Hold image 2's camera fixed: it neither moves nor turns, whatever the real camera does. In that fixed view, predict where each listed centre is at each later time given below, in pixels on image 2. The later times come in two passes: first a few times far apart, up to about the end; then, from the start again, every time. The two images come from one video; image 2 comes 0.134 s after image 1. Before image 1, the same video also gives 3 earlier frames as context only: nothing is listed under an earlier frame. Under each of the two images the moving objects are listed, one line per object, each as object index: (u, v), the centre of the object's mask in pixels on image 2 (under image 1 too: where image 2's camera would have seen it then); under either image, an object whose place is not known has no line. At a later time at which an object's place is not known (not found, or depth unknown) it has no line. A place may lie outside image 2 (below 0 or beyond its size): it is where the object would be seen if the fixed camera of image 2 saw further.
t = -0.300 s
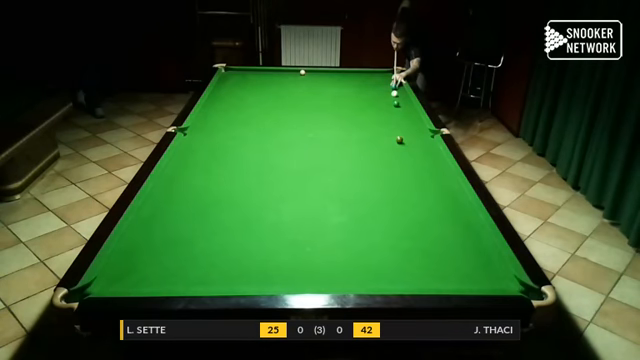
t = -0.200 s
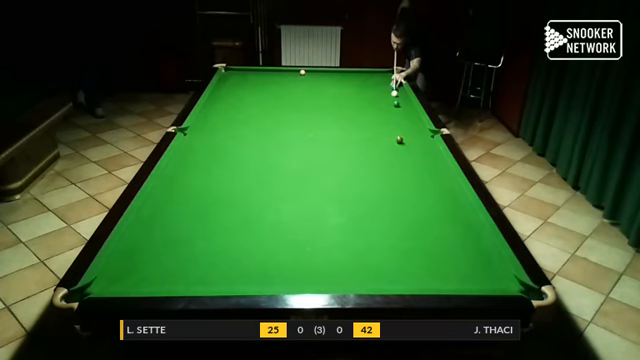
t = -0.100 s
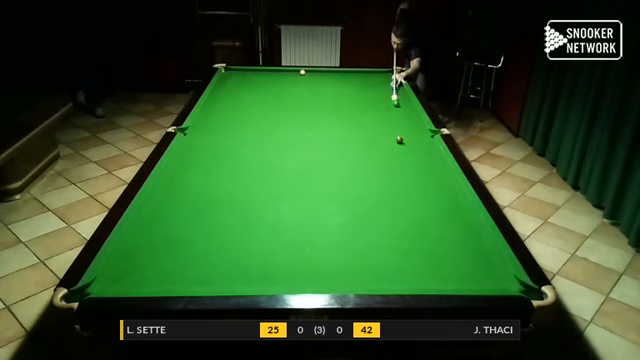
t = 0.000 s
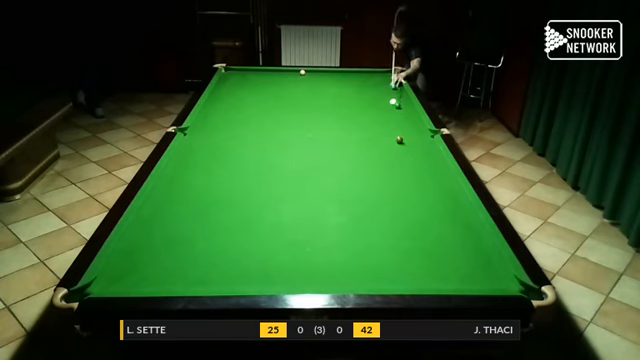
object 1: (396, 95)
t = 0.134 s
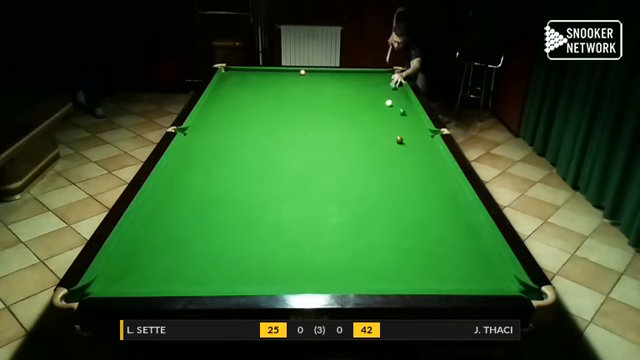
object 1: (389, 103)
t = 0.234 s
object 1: (386, 104)
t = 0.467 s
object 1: (379, 107)
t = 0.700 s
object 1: (372, 109)
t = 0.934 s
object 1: (365, 112)
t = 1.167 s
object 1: (359, 115)
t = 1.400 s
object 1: (352, 117)
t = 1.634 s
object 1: (346, 119)
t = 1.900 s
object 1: (340, 122)
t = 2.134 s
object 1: (334, 124)
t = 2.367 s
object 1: (329, 126)
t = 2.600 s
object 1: (324, 128)
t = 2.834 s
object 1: (319, 130)
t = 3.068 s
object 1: (315, 132)
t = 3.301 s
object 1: (311, 133)
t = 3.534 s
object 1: (307, 134)
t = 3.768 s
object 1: (304, 135)
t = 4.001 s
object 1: (300, 137)
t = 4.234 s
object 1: (298, 137)
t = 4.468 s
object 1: (296, 138)
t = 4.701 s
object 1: (294, 139)
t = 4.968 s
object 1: (293, 139)
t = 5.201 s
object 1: (293, 140)
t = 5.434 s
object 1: (292, 140)
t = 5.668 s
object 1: (292, 140)
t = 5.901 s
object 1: (292, 140)
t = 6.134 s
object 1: (292, 140)
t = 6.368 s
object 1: (292, 140)
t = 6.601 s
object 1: (292, 140)
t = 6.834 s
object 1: (292, 140)
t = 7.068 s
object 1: (292, 140)
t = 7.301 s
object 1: (292, 140)
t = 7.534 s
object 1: (292, 140)
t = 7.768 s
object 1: (292, 140)
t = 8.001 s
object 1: (292, 140)
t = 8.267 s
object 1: (292, 140)
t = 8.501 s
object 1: (292, 140)
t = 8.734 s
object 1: (292, 140)
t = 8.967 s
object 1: (292, 140)
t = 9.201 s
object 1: (292, 140)
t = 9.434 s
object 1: (292, 140)
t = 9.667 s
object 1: (292, 140)
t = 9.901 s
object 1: (292, 140)
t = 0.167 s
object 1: (388, 103)
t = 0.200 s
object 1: (387, 103)
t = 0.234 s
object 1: (386, 104)
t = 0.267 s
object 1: (385, 104)
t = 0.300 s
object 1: (384, 104)
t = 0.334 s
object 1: (383, 105)
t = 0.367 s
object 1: (381, 105)
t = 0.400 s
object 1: (381, 106)
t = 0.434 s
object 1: (380, 106)
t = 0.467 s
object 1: (379, 107)
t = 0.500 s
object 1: (378, 107)
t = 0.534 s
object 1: (377, 108)
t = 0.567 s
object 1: (376, 108)
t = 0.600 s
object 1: (374, 108)
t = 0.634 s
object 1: (374, 109)
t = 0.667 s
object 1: (373, 109)
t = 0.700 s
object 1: (372, 109)
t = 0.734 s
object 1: (371, 110)
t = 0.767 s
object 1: (370, 110)
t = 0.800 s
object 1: (369, 111)
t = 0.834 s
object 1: (368, 111)
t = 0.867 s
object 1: (367, 111)
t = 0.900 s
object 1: (366, 112)
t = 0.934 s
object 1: (365, 112)
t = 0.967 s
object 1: (364, 112)
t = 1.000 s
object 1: (363, 113)
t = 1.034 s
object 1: (362, 113)
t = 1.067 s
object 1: (361, 113)
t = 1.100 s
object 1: (360, 114)
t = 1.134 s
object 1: (359, 114)
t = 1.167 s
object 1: (359, 115)
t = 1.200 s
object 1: (358, 115)
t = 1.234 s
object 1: (357, 115)
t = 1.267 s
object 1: (356, 116)
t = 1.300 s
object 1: (355, 116)
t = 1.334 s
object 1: (354, 116)
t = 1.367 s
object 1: (353, 117)
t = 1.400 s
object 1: (352, 117)
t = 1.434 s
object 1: (351, 117)
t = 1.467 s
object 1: (350, 118)
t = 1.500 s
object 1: (350, 118)
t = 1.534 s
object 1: (349, 118)
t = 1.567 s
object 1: (348, 119)
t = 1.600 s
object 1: (347, 119)
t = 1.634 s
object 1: (346, 119)
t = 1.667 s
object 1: (345, 120)
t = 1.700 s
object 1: (345, 120)
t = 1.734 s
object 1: (343, 120)
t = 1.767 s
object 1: (343, 121)
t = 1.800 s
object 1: (342, 121)
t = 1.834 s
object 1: (341, 121)
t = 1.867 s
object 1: (340, 122)
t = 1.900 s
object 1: (340, 122)
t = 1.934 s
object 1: (339, 122)
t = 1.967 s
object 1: (338, 123)
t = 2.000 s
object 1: (337, 123)
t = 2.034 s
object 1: (336, 123)
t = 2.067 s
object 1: (336, 123)
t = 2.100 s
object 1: (335, 124)
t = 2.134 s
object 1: (334, 124)
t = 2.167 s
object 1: (333, 124)
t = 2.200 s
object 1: (332, 125)
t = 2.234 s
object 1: (332, 125)
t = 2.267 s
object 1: (331, 125)
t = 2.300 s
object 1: (330, 126)
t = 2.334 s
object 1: (329, 126)
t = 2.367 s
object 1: (329, 126)
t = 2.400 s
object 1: (328, 126)
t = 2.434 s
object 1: (327, 127)
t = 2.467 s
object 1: (326, 127)
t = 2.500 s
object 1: (326, 127)
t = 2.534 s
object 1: (325, 127)
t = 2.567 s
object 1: (325, 128)
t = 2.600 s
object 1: (324, 128)
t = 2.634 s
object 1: (323, 128)
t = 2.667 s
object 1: (322, 129)
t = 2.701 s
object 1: (322, 129)
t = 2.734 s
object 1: (321, 129)
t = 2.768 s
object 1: (320, 129)
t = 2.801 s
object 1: (320, 130)
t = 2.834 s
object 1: (319, 130)
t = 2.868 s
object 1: (318, 130)
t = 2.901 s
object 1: (318, 130)
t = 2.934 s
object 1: (317, 131)
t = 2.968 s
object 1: (316, 131)
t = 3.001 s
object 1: (316, 131)
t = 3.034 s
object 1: (315, 131)
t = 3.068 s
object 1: (315, 132)
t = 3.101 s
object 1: (314, 132)
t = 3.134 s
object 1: (314, 132)
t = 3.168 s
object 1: (313, 132)
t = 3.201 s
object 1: (312, 133)
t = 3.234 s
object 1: (312, 133)
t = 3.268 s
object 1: (311, 133)
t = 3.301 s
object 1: (311, 133)
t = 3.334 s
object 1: (310, 133)
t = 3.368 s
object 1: (310, 133)
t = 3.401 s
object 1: (309, 134)
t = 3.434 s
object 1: (309, 134)
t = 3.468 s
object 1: (308, 134)
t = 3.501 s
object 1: (307, 134)
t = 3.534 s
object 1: (307, 134)
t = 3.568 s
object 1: (306, 135)
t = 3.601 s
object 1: (306, 135)
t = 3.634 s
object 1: (306, 135)
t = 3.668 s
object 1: (305, 135)
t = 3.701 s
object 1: (305, 135)
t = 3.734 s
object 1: (304, 135)
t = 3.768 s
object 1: (304, 135)
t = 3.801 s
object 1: (303, 136)
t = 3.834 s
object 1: (303, 136)
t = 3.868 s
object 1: (302, 136)
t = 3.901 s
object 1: (302, 136)
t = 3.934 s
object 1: (301, 136)
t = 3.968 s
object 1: (301, 136)
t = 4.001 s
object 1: (300, 137)
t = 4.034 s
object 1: (300, 137)
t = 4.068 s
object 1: (300, 137)
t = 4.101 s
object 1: (299, 137)
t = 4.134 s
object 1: (299, 137)
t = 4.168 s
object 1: (299, 137)
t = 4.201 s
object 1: (298, 137)
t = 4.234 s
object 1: (298, 137)
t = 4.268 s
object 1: (298, 137)
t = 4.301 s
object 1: (297, 138)
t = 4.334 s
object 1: (297, 138)
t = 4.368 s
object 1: (297, 138)
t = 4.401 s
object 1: (296, 138)
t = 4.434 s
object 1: (296, 138)
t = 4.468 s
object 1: (296, 138)
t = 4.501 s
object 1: (296, 138)
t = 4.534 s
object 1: (296, 138)
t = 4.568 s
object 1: (295, 138)
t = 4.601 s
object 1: (295, 138)
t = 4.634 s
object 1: (295, 139)
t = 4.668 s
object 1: (295, 138)
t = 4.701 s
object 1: (294, 139)
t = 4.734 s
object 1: (294, 139)
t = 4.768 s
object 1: (294, 139)
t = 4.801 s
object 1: (294, 139)
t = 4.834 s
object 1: (294, 139)
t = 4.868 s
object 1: (294, 139)
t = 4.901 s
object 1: (294, 139)
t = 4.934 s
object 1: (293, 139)
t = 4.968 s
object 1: (293, 139)
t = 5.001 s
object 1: (293, 139)
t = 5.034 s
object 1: (293, 140)
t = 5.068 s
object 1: (293, 140)
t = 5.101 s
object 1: (293, 140)
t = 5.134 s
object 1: (293, 140)
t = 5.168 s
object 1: (293, 140)
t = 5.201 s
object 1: (293, 140)
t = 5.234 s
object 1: (293, 139)
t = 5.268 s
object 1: (293, 139)
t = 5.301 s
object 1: (292, 140)
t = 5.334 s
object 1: (292, 140)
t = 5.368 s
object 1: (292, 140)
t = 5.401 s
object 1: (292, 140)
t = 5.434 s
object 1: (292, 140)
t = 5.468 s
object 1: (292, 140)
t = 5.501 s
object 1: (292, 140)
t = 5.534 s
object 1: (292, 140)
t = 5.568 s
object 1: (292, 140)
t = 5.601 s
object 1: (292, 140)
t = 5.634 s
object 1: (292, 140)
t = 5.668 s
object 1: (292, 140)
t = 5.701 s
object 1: (292, 140)
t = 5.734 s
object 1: (292, 140)
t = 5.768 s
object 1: (292, 140)
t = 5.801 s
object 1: (292, 140)
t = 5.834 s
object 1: (292, 140)
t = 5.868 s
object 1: (292, 140)
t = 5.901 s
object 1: (292, 140)
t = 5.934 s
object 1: (292, 140)
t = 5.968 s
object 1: (292, 140)
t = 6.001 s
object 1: (292, 140)
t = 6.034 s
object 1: (292, 140)
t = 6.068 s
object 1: (292, 140)
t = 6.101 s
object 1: (292, 140)
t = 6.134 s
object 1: (292, 140)
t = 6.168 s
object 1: (292, 140)
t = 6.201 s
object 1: (292, 140)
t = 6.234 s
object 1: (292, 140)
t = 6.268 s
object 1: (292, 140)
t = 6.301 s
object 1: (292, 140)
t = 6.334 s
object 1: (292, 140)
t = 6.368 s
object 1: (292, 140)
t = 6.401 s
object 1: (292, 140)
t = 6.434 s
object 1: (292, 140)
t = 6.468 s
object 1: (292, 140)
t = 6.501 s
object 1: (292, 140)
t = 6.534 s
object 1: (292, 140)
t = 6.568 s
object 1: (292, 140)
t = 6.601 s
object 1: (292, 140)
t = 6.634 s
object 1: (292, 140)
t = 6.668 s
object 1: (292, 140)
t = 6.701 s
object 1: (292, 140)
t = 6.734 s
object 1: (292, 140)
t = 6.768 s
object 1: (292, 140)
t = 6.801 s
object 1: (292, 140)
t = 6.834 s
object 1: (292, 140)
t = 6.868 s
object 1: (292, 140)
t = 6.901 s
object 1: (292, 140)
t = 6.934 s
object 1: (292, 140)
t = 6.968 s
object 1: (292, 140)
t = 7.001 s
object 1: (292, 140)
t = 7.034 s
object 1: (292, 140)
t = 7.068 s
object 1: (292, 140)
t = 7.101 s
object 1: (292, 140)
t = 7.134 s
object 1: (292, 140)
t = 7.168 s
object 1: (292, 140)
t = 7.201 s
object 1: (292, 140)
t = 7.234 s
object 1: (292, 140)
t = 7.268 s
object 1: (292, 140)
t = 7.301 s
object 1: (292, 140)
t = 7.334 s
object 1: (292, 140)
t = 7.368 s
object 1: (292, 140)
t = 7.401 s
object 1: (292, 140)
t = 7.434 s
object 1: (292, 140)
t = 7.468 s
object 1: (292, 140)
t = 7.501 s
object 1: (292, 140)
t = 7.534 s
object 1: (292, 140)
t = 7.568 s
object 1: (292, 140)
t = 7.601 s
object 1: (292, 140)
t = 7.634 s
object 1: (292, 140)
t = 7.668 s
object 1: (292, 140)
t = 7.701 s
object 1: (292, 140)
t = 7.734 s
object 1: (292, 140)
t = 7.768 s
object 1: (292, 140)
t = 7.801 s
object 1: (292, 140)
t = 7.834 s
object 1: (292, 140)
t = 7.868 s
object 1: (292, 140)
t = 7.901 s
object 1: (292, 140)
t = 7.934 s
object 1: (292, 140)
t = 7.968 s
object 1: (292, 140)
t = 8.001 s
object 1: (292, 140)
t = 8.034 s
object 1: (292, 140)
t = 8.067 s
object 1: (292, 140)
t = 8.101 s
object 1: (292, 140)
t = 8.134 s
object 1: (292, 140)
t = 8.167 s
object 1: (292, 140)
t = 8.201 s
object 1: (292, 140)
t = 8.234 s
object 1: (292, 140)
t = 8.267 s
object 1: (292, 140)
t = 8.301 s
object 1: (292, 140)
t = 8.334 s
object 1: (292, 140)
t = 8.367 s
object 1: (292, 140)
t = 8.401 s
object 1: (292, 140)
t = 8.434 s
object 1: (292, 140)
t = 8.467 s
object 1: (292, 140)
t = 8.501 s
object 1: (292, 140)
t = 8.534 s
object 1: (292, 140)
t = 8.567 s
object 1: (292, 140)
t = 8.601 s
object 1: (292, 140)
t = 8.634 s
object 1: (292, 140)
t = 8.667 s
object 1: (292, 140)
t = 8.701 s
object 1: (292, 140)
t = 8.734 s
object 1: (292, 140)
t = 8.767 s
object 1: (292, 140)
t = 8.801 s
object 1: (292, 140)
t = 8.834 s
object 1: (292, 140)
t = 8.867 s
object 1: (292, 140)
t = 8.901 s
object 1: (292, 140)
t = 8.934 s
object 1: (292, 140)
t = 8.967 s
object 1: (292, 140)
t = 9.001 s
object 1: (292, 140)
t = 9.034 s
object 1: (292, 140)
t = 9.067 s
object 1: (292, 140)
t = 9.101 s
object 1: (292, 140)
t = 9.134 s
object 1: (292, 140)
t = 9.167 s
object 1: (292, 140)
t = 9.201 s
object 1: (292, 140)
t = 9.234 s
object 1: (292, 140)
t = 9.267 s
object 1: (292, 140)
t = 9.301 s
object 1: (292, 140)
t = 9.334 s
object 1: (292, 140)
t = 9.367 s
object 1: (292, 140)
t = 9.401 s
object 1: (292, 140)
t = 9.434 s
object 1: (292, 140)
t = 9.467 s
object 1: (292, 140)
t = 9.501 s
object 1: (292, 140)
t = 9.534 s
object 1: (292, 140)
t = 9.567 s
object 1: (292, 140)
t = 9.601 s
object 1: (292, 140)
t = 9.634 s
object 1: (292, 140)
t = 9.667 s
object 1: (292, 140)
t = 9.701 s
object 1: (292, 140)
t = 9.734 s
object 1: (292, 140)
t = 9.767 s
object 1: (292, 140)
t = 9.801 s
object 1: (292, 140)
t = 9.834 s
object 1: (292, 140)
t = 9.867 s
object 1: (292, 140)
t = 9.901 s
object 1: (292, 140)
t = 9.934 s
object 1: (292, 140)
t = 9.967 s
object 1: (292, 140)
